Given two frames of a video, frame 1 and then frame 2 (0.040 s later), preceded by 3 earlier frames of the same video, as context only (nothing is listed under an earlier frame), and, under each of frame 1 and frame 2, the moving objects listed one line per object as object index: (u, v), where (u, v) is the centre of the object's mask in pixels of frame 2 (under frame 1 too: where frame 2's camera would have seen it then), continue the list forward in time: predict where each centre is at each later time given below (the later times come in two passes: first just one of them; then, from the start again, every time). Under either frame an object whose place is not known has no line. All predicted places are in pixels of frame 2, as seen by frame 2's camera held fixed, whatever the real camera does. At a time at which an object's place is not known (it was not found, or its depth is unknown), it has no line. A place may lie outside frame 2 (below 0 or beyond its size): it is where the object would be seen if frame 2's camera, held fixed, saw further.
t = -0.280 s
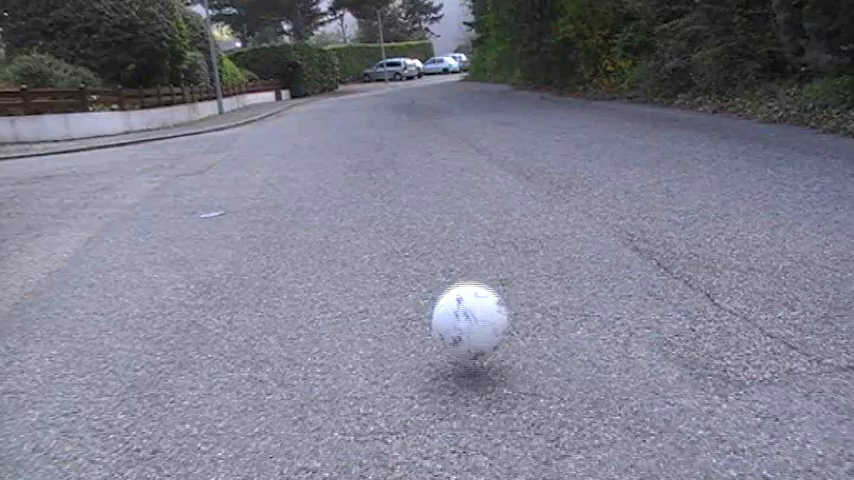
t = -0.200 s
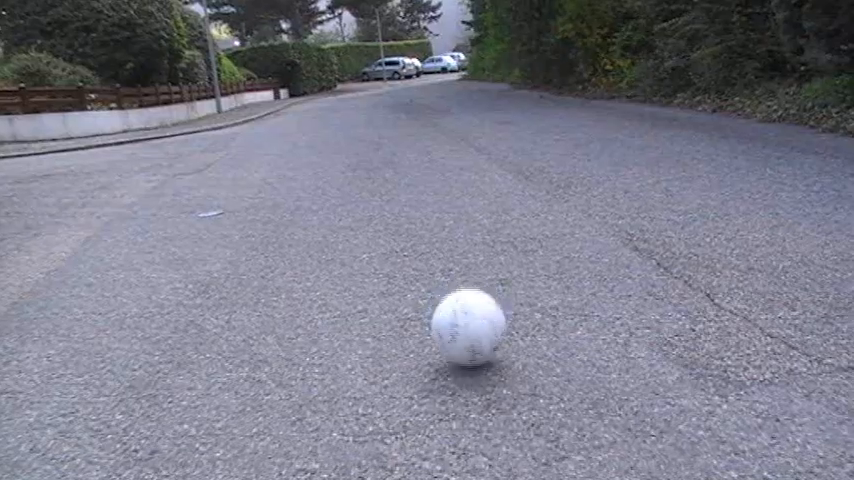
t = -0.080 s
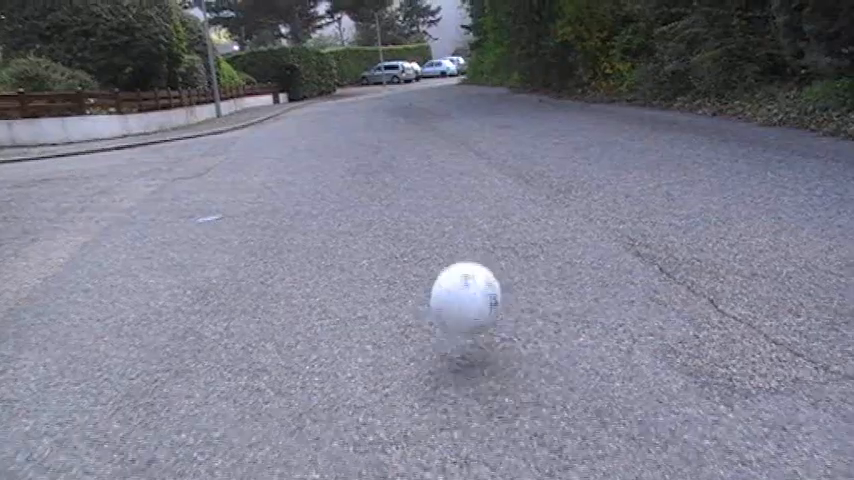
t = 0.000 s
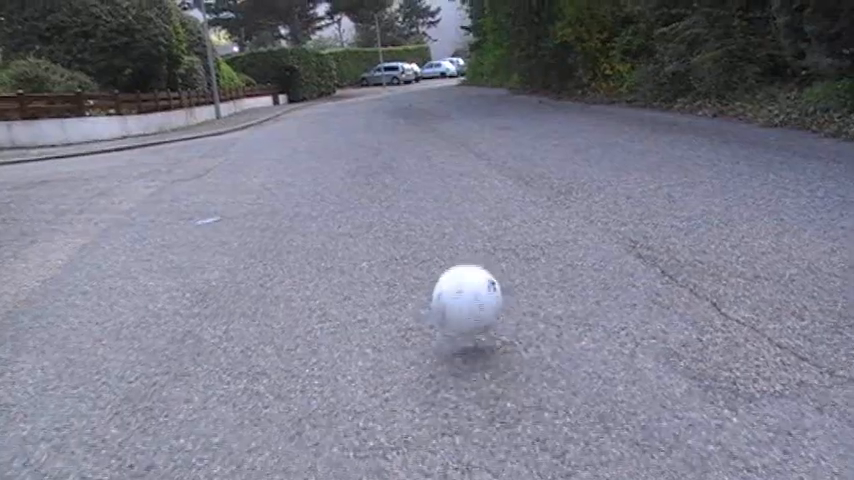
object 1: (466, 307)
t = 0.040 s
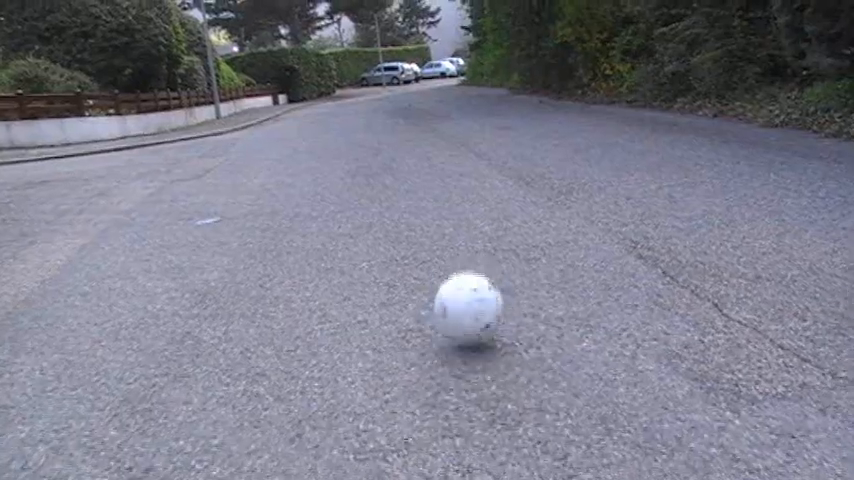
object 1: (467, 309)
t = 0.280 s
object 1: (462, 287)
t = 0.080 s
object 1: (466, 305)
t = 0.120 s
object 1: (464, 294)
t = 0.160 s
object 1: (462, 289)
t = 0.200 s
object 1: (462, 282)
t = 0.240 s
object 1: (462, 285)
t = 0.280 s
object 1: (462, 287)
